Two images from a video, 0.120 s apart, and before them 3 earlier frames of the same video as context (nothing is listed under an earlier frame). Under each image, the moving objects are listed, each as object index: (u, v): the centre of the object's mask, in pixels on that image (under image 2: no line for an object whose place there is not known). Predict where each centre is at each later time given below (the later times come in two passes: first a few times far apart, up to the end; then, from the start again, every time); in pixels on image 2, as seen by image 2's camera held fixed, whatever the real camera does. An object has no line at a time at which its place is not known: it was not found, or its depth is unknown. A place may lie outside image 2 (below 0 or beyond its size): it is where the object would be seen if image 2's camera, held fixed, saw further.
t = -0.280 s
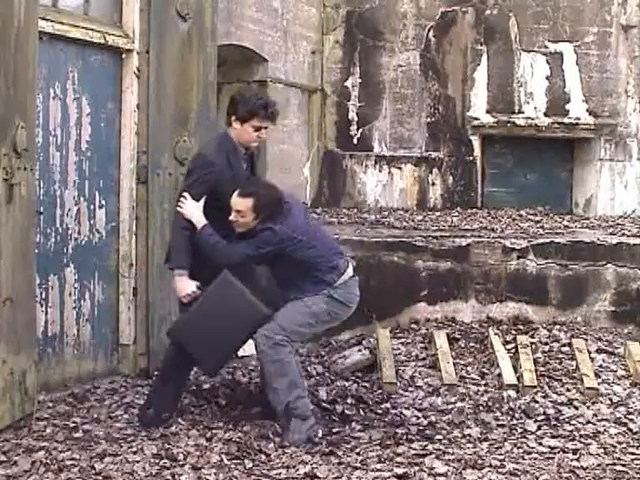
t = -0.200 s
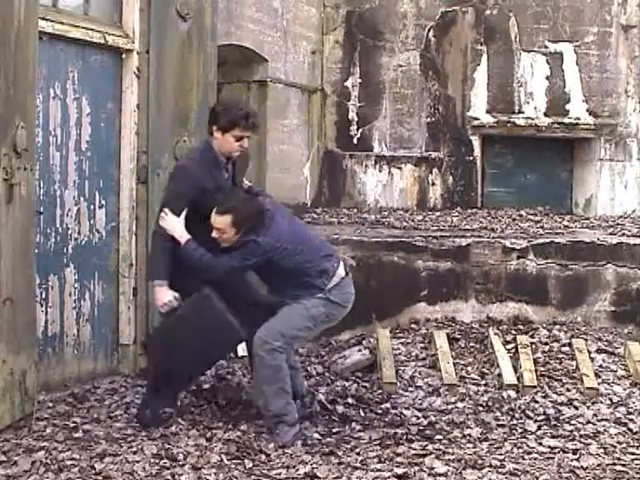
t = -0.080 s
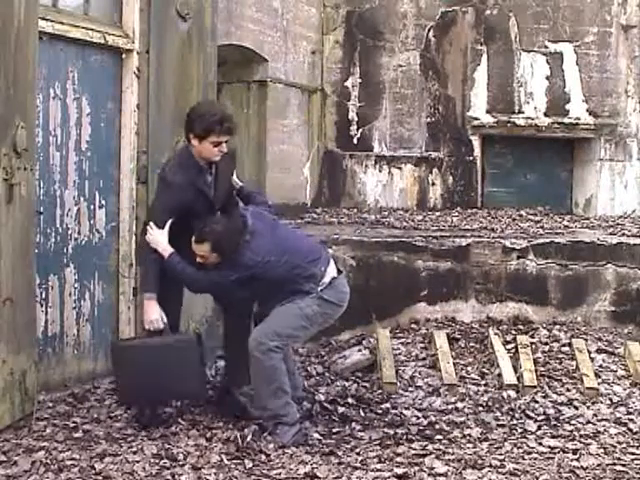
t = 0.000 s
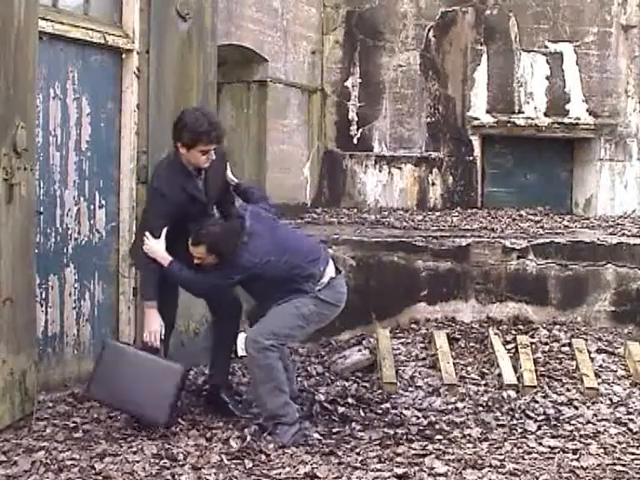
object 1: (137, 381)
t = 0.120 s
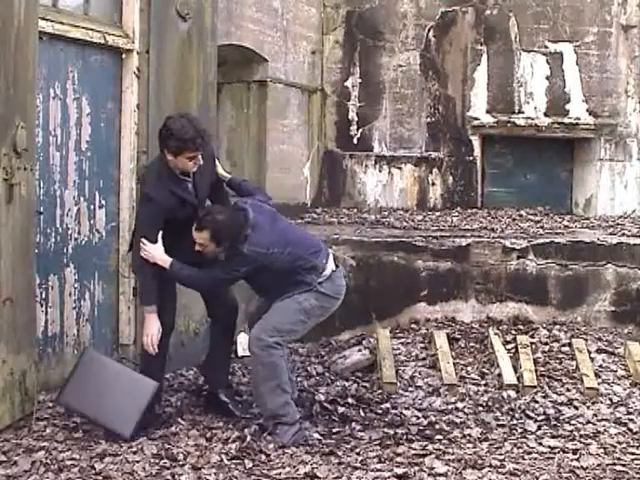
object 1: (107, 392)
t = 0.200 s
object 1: (99, 404)
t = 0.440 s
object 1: (96, 414)
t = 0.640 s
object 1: (97, 414)
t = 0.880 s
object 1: (102, 414)
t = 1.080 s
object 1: (103, 414)
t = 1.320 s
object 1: (102, 414)
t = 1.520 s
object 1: (102, 414)
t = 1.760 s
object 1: (102, 414)
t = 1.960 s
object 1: (102, 414)
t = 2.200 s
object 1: (102, 414)
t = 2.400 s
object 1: (102, 414)
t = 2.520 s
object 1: (102, 414)
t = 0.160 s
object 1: (99, 397)
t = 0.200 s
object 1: (99, 404)
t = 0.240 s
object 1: (98, 403)
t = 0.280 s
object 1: (97, 403)
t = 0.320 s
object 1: (98, 404)
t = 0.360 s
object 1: (102, 409)
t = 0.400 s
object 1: (97, 414)
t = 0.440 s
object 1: (96, 414)
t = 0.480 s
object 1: (96, 414)
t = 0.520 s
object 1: (96, 414)
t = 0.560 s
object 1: (95, 414)
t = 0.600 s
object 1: (96, 414)
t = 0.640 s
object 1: (97, 414)
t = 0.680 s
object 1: (97, 414)
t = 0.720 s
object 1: (97, 415)
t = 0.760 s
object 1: (96, 415)
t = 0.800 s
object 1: (97, 415)
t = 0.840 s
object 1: (97, 415)
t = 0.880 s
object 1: (102, 414)
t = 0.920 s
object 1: (102, 414)
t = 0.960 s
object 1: (102, 414)
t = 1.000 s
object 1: (102, 414)
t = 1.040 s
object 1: (102, 414)
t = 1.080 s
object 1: (103, 414)
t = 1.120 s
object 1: (101, 414)
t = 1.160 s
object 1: (102, 414)
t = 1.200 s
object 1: (103, 414)
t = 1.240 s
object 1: (102, 414)
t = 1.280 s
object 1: (102, 414)
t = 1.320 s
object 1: (102, 414)
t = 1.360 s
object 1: (102, 414)
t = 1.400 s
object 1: (102, 414)
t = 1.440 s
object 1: (102, 414)
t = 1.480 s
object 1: (102, 414)
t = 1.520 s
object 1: (102, 414)
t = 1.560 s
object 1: (102, 414)
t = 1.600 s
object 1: (102, 414)
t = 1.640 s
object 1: (102, 414)
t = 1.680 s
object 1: (102, 414)
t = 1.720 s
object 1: (102, 414)
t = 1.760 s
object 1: (102, 414)
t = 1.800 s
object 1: (102, 414)
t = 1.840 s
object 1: (102, 414)
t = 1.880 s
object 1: (102, 414)
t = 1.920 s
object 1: (102, 414)
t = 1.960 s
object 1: (102, 414)
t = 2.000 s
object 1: (102, 414)
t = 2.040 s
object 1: (102, 414)
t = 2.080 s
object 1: (101, 414)
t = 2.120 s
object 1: (102, 414)
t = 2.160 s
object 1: (102, 414)
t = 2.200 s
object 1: (102, 414)
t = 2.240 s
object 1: (102, 414)
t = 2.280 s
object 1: (102, 414)
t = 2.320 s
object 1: (102, 414)
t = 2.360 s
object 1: (102, 414)
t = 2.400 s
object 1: (102, 414)
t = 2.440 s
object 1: (102, 414)
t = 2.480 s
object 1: (102, 414)
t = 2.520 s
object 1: (102, 414)
